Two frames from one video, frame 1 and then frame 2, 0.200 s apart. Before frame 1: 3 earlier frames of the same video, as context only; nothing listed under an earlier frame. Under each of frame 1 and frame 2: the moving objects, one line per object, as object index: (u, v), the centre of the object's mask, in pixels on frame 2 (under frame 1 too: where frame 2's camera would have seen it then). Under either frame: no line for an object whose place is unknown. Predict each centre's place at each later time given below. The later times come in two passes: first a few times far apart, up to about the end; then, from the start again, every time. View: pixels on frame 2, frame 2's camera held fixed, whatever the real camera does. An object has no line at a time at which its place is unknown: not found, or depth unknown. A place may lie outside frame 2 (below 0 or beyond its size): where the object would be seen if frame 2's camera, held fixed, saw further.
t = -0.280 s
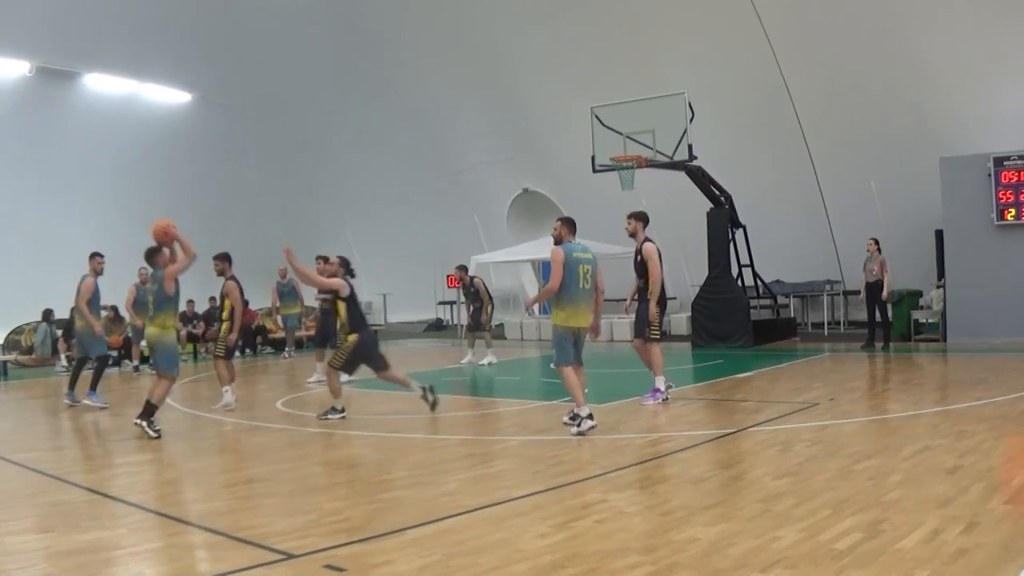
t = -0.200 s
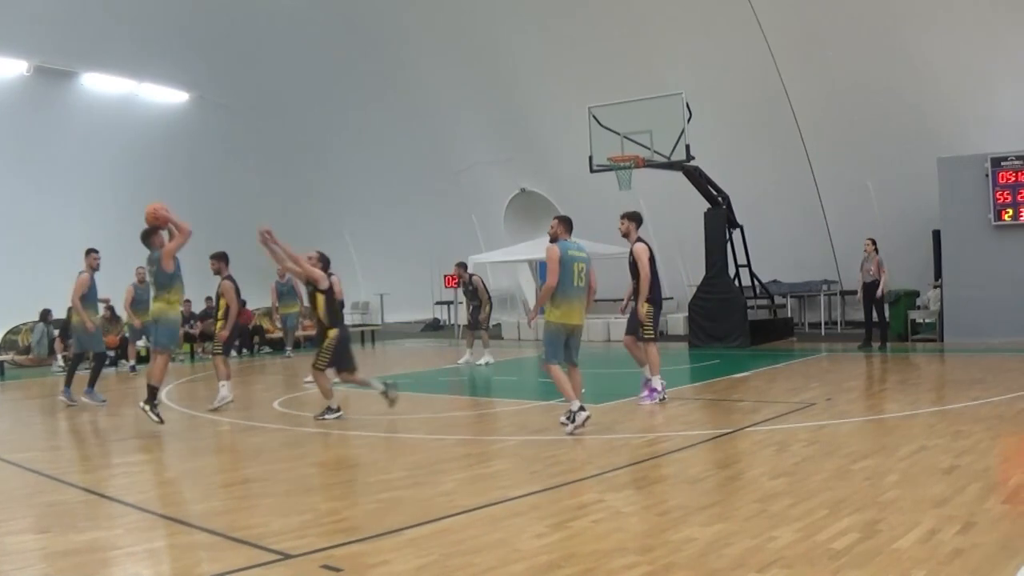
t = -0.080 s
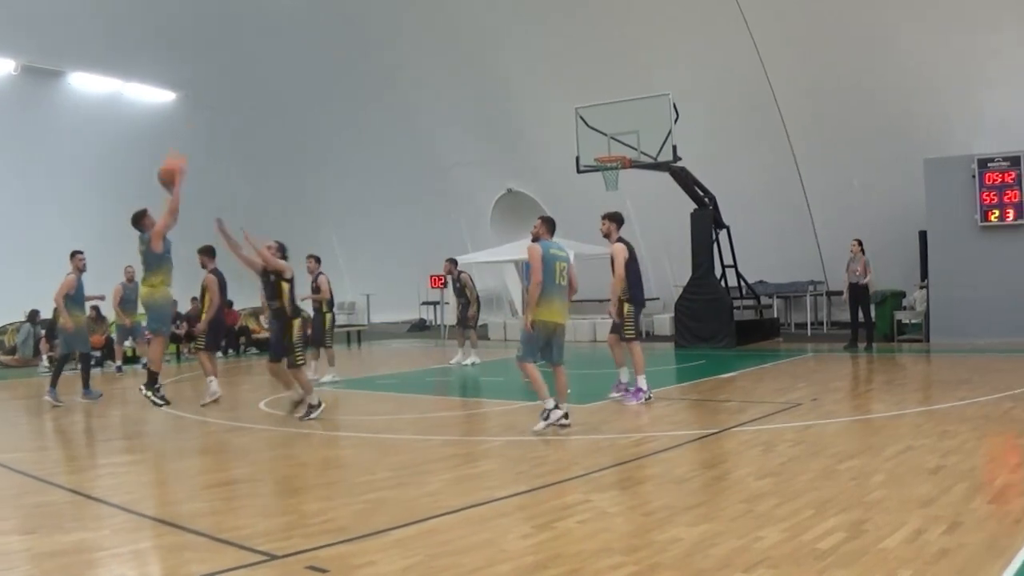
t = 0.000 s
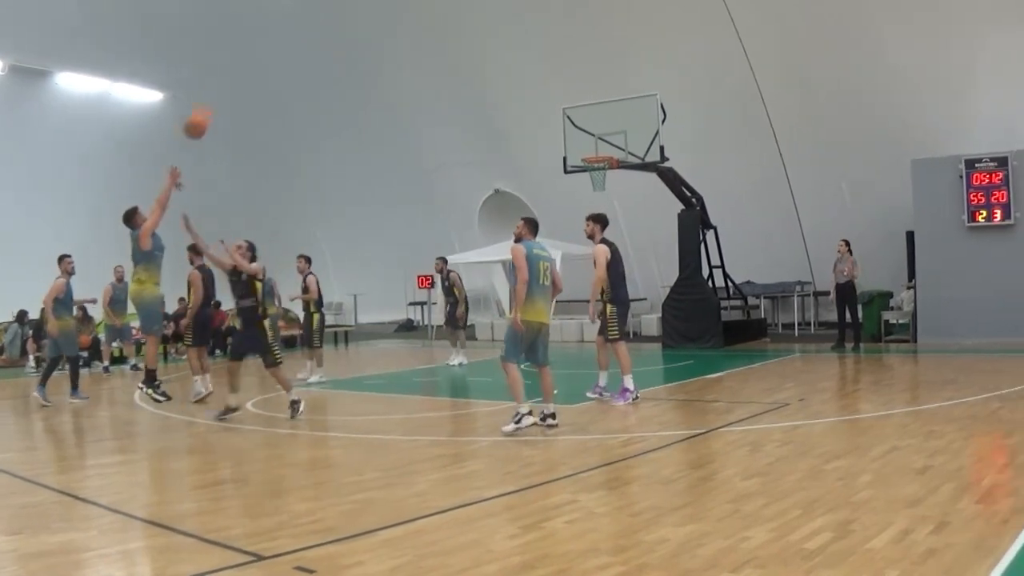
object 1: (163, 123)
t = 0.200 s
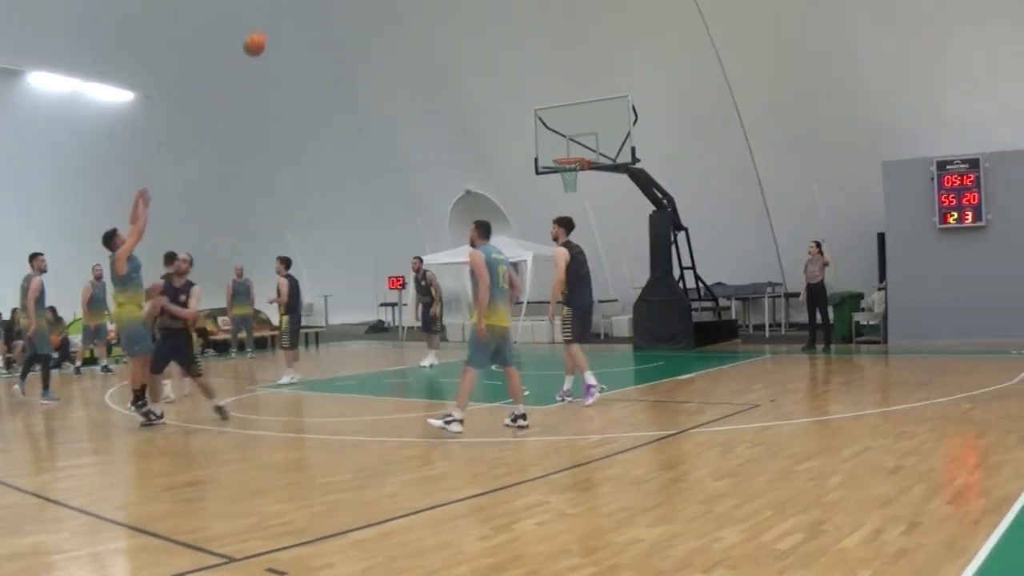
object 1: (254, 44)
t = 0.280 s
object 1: (287, 27)
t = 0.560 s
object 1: (384, 15)
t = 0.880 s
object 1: (468, 62)
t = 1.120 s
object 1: (522, 132)
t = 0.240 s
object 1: (271, 35)
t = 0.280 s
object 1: (287, 27)
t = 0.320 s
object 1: (303, 21)
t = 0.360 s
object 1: (318, 17)
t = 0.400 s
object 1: (332, 14)
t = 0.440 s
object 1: (346, 13)
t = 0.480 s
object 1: (359, 13)
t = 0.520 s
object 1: (372, 14)
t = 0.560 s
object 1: (384, 15)
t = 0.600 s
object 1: (396, 17)
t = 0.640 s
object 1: (408, 20)
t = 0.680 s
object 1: (419, 26)
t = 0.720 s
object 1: (429, 31)
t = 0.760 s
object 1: (440, 37)
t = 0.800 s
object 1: (450, 45)
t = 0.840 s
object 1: (459, 53)
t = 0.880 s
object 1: (468, 62)
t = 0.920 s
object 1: (478, 71)
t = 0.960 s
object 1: (487, 82)
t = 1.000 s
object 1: (496, 94)
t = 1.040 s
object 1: (504, 106)
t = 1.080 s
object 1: (513, 119)
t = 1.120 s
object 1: (522, 132)
